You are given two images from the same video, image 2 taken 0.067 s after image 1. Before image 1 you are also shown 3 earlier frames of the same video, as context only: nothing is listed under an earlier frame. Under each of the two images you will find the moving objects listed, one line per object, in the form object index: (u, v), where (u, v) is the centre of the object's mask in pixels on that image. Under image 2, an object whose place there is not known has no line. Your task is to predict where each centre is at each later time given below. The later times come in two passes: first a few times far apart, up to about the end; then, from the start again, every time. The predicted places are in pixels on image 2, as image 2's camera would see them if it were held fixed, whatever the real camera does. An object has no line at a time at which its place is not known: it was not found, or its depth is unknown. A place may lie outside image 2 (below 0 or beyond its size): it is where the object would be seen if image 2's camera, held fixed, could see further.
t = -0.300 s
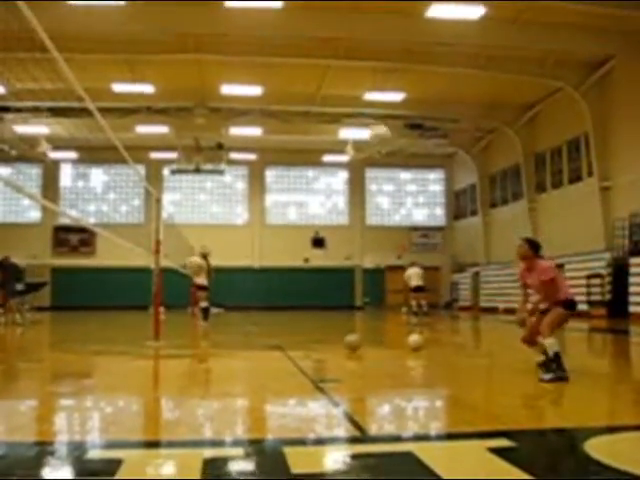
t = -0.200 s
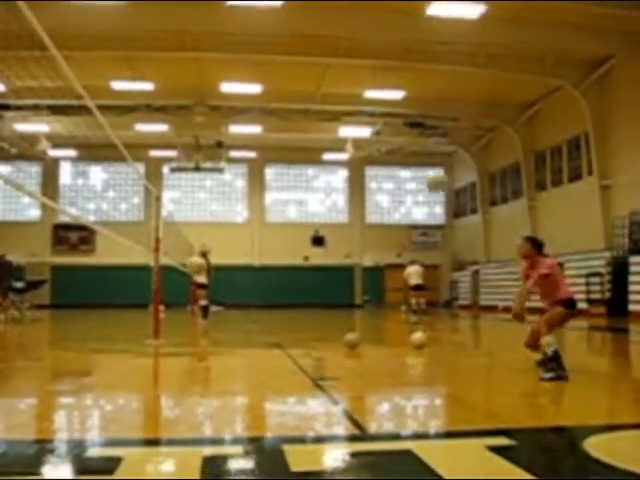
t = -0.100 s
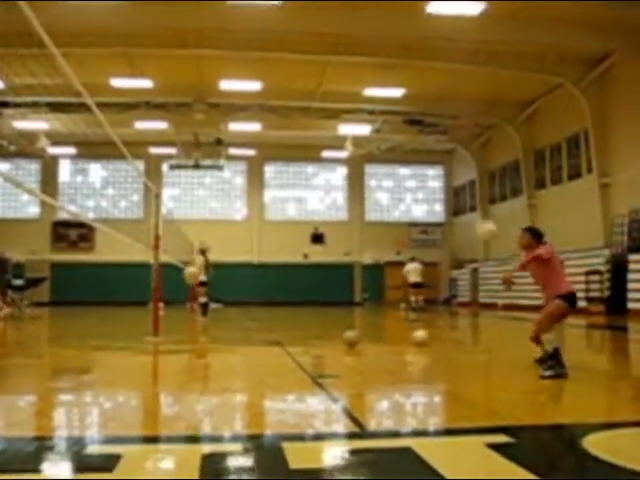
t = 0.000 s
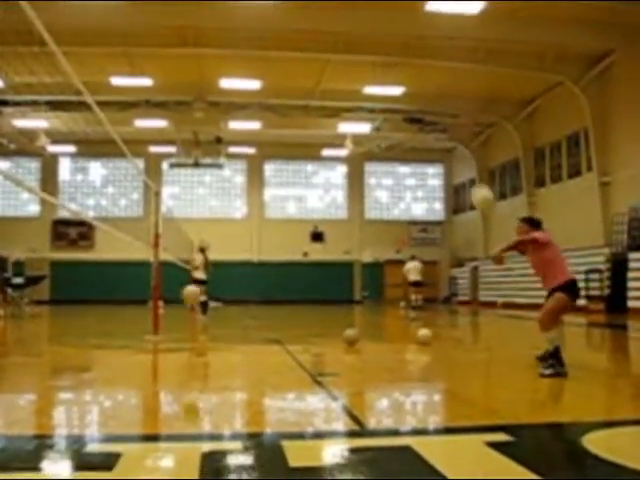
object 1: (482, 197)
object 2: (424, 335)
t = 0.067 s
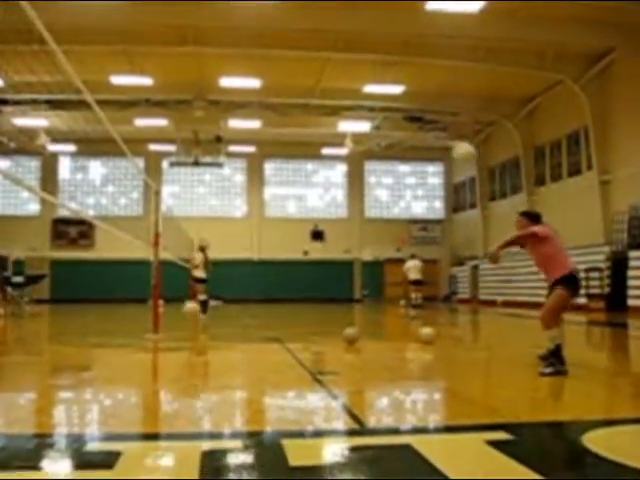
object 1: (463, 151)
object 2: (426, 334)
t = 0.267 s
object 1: (409, 57)
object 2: (433, 333)
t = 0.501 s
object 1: (354, 10)
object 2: (440, 333)
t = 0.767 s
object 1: (296, 24)
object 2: (448, 333)
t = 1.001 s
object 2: (456, 333)
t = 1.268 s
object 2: (463, 333)
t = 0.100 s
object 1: (454, 133)
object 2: (428, 334)
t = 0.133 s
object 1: (445, 116)
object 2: (429, 334)
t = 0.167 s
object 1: (436, 102)
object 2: (429, 334)
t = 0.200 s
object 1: (426, 85)
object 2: (429, 334)
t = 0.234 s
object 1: (417, 68)
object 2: (432, 333)
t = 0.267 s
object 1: (409, 57)
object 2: (433, 333)
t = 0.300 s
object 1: (400, 48)
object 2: (433, 333)
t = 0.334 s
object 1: (392, 40)
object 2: (435, 333)
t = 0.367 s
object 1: (384, 32)
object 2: (436, 333)
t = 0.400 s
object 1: (376, 25)
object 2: (437, 333)
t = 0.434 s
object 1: (368, 19)
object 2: (438, 333)
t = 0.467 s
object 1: (360, 14)
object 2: (439, 333)
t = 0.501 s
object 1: (354, 10)
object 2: (440, 333)
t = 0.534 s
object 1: (346, 9)
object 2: (441, 333)
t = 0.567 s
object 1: (339, 9)
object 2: (441, 333)
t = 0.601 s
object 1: (332, 8)
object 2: (443, 333)
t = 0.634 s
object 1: (323, 8)
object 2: (445, 333)
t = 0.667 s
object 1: (317, 11)
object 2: (446, 333)
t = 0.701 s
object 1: (309, 14)
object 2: (447, 333)
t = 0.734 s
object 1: (303, 18)
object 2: (448, 333)
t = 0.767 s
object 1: (296, 24)
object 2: (448, 333)
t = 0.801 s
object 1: (289, 31)
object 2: (449, 333)
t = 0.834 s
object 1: (282, 38)
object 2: (451, 334)
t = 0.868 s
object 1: (275, 44)
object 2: (451, 333)
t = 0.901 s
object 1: (267, 54)
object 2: (452, 333)
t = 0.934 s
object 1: (261, 63)
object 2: (454, 333)
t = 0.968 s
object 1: (255, 73)
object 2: (456, 333)
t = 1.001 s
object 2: (456, 333)
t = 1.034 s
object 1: (241, 101)
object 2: (457, 333)
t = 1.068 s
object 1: (234, 116)
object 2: (458, 333)
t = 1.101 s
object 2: (458, 333)
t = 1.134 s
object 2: (459, 333)
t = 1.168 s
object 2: (460, 333)
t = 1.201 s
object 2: (461, 333)
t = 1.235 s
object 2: (462, 333)
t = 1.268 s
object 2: (463, 333)
